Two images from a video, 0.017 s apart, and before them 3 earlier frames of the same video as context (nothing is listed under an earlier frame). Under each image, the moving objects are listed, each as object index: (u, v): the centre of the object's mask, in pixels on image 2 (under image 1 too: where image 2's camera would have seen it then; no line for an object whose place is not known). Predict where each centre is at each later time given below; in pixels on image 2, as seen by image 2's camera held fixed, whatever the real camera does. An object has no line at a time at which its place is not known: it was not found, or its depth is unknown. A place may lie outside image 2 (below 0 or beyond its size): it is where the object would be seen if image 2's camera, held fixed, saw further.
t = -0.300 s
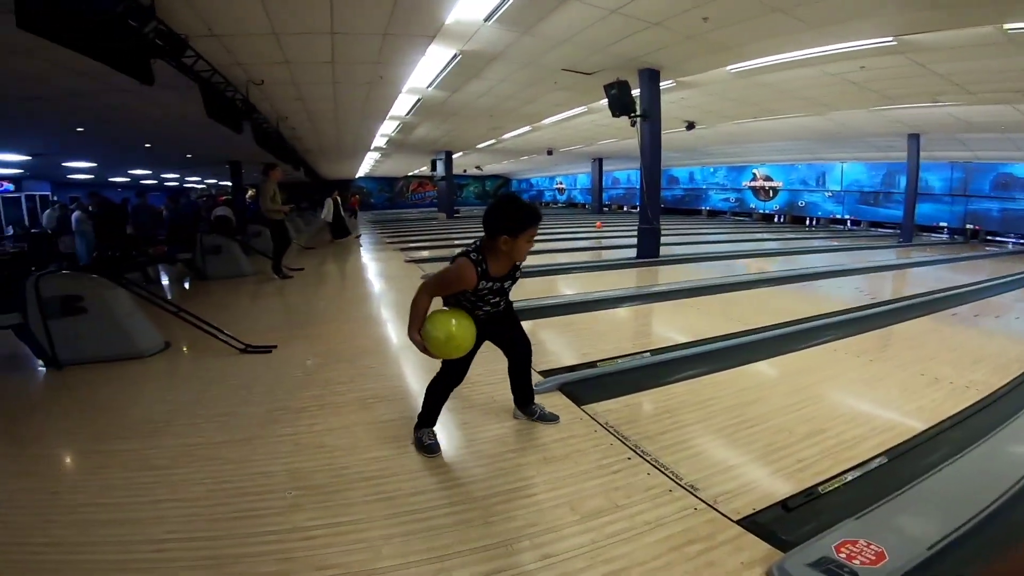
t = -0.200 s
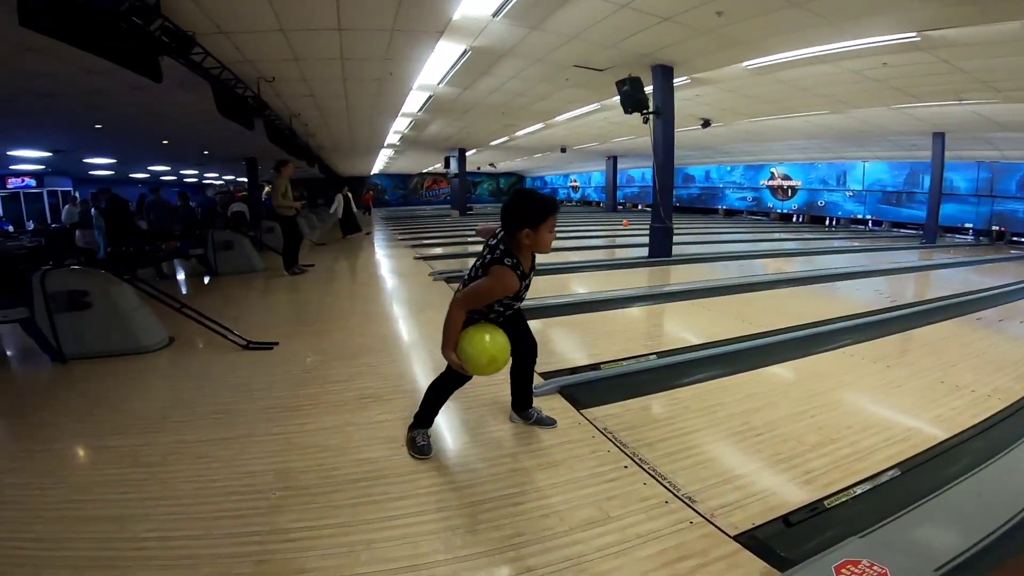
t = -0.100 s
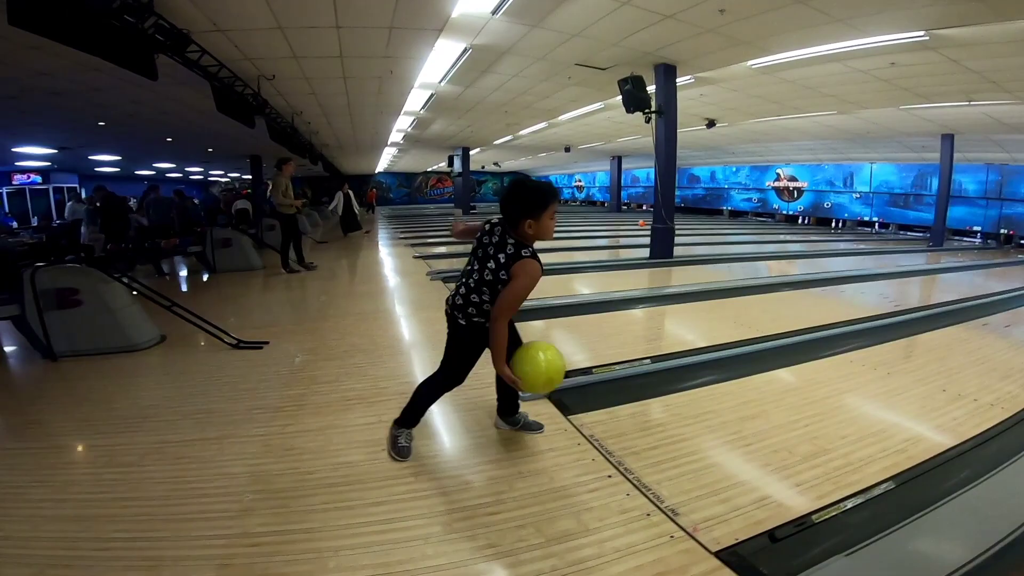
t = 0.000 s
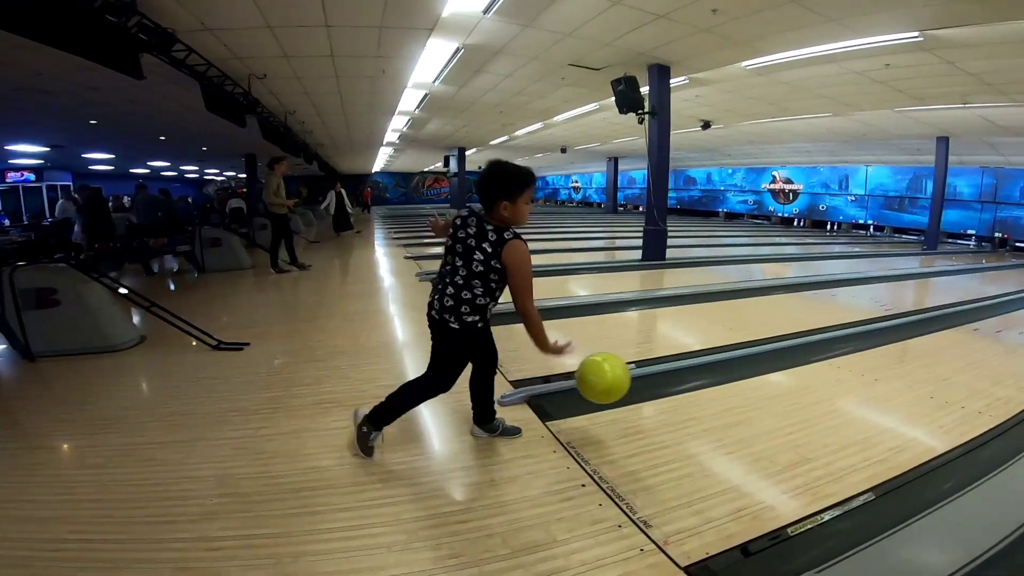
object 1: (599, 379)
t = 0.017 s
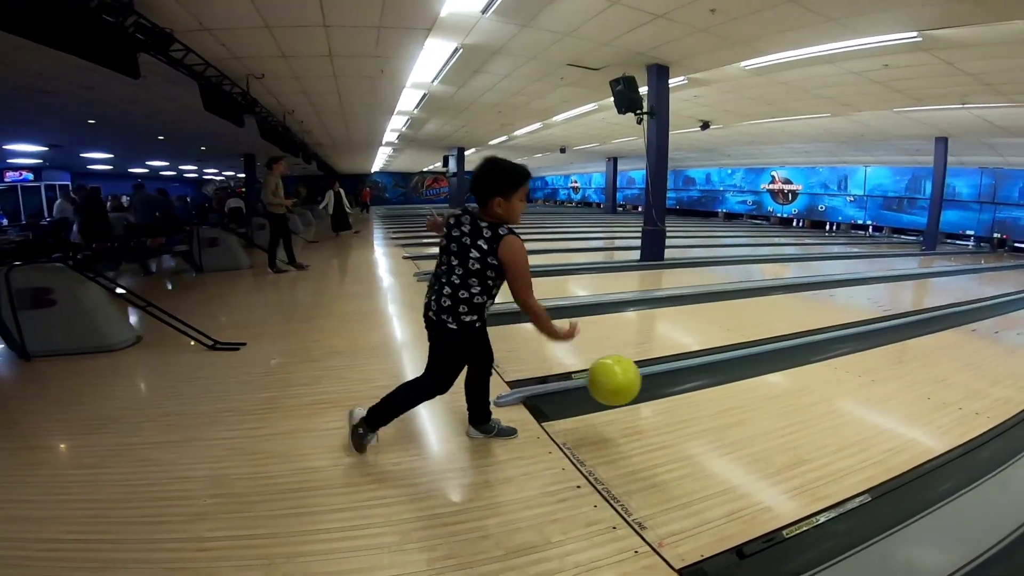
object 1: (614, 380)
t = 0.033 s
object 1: (628, 382)
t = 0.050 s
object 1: (642, 384)
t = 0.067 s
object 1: (655, 387)
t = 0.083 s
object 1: (669, 390)
